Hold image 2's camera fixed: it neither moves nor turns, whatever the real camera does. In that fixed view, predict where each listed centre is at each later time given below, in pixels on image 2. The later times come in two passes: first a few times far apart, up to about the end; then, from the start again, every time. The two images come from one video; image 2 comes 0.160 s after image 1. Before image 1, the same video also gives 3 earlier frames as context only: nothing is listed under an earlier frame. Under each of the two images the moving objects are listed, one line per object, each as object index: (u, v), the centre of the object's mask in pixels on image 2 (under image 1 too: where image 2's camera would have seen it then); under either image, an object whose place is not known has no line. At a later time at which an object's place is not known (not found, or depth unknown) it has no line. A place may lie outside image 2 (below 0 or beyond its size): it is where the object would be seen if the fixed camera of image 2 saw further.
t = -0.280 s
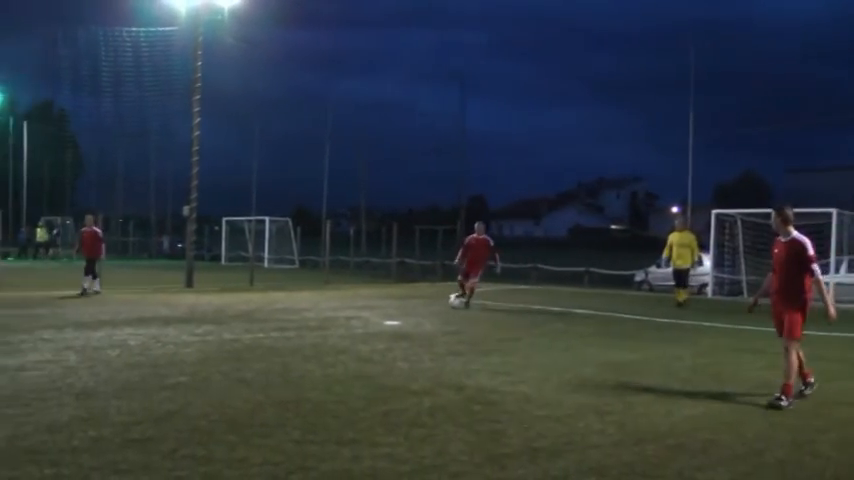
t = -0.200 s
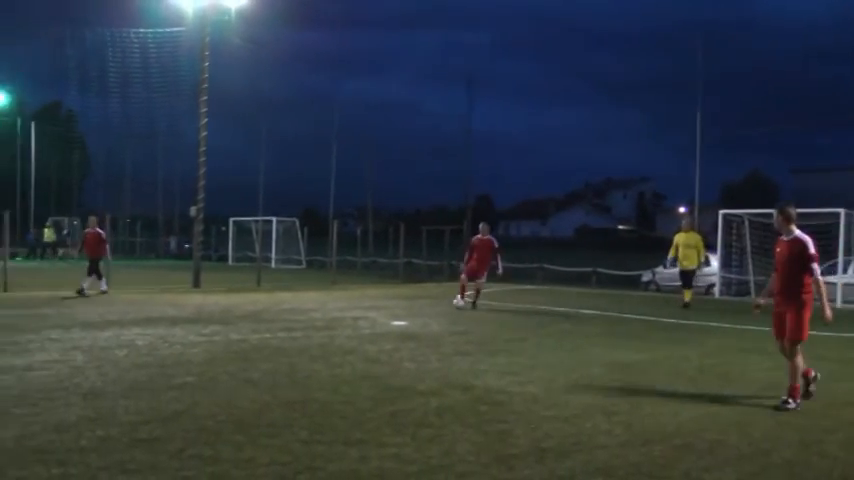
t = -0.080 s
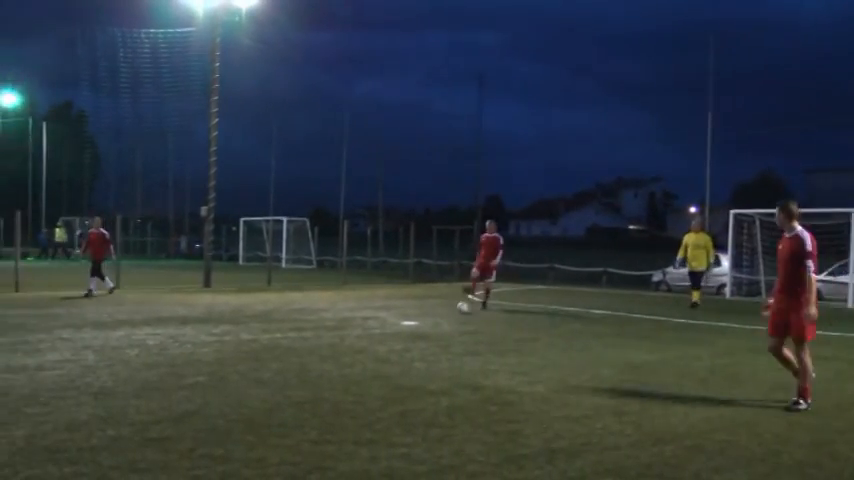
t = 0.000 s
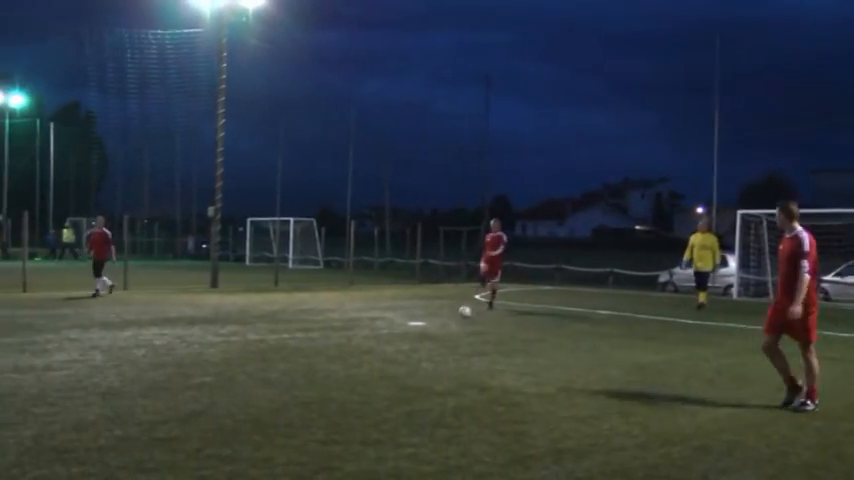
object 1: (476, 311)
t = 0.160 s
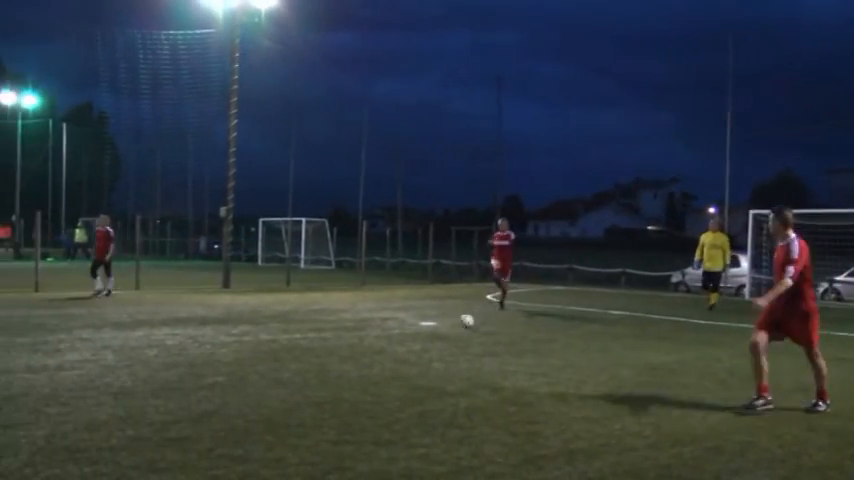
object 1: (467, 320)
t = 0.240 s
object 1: (462, 324)
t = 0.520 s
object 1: (441, 343)
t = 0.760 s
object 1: (426, 355)
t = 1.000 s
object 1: (411, 377)
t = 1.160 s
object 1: (399, 397)
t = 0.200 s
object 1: (464, 322)
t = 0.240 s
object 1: (462, 324)
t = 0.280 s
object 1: (459, 327)
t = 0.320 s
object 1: (455, 329)
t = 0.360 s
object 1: (453, 332)
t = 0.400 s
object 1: (449, 334)
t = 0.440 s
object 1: (447, 337)
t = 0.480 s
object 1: (444, 340)
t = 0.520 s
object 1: (441, 343)
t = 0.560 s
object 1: (438, 343)
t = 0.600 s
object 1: (436, 346)
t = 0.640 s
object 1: (433, 349)
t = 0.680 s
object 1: (430, 353)
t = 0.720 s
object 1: (429, 353)
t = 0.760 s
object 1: (426, 355)
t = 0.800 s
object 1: (423, 360)
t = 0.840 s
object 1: (421, 365)
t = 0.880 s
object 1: (419, 369)
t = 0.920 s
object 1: (415, 372)
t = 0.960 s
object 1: (413, 373)
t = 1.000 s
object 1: (411, 377)
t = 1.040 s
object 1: (408, 383)
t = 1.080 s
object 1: (406, 388)
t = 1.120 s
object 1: (402, 391)
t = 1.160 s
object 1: (399, 397)
